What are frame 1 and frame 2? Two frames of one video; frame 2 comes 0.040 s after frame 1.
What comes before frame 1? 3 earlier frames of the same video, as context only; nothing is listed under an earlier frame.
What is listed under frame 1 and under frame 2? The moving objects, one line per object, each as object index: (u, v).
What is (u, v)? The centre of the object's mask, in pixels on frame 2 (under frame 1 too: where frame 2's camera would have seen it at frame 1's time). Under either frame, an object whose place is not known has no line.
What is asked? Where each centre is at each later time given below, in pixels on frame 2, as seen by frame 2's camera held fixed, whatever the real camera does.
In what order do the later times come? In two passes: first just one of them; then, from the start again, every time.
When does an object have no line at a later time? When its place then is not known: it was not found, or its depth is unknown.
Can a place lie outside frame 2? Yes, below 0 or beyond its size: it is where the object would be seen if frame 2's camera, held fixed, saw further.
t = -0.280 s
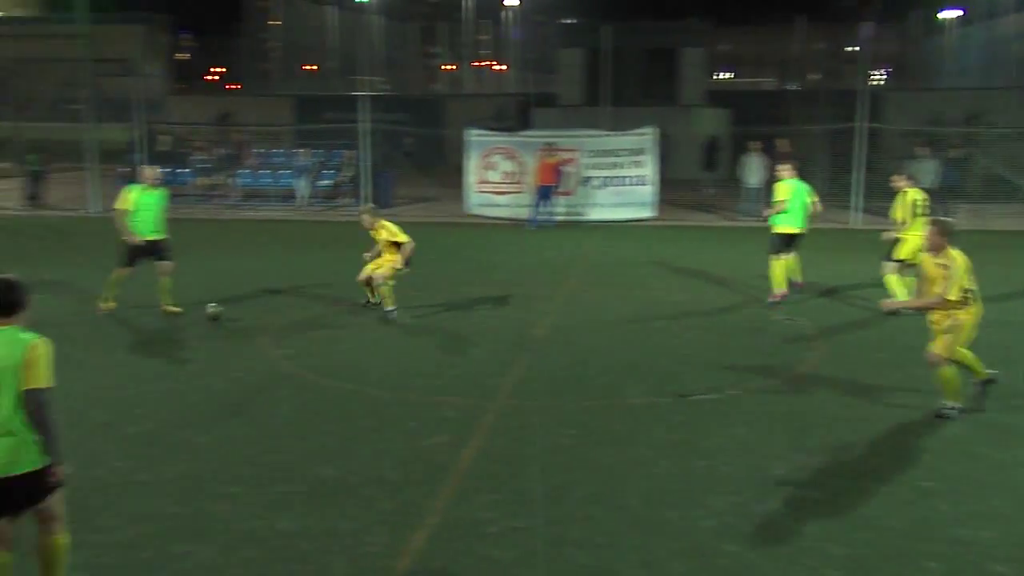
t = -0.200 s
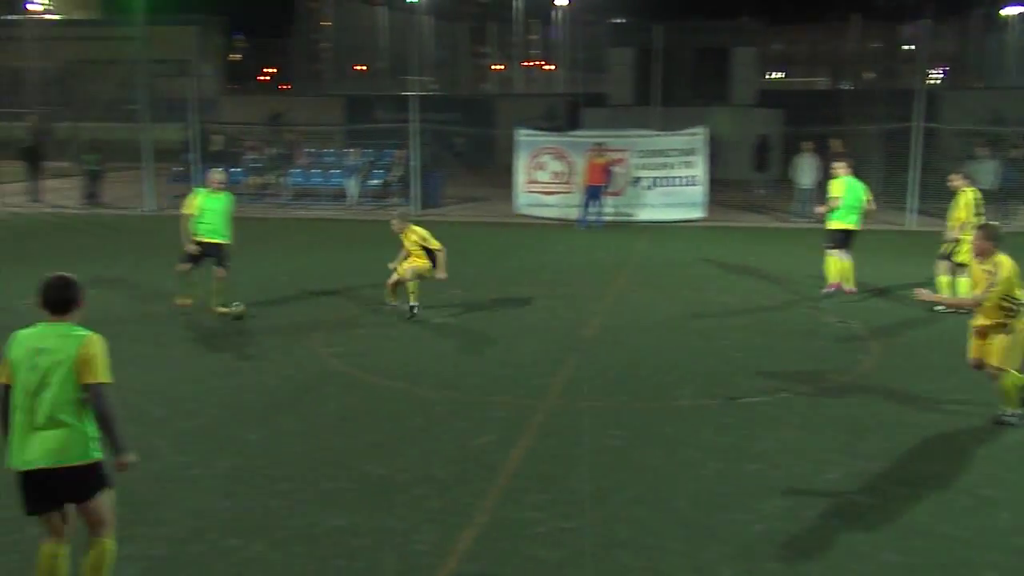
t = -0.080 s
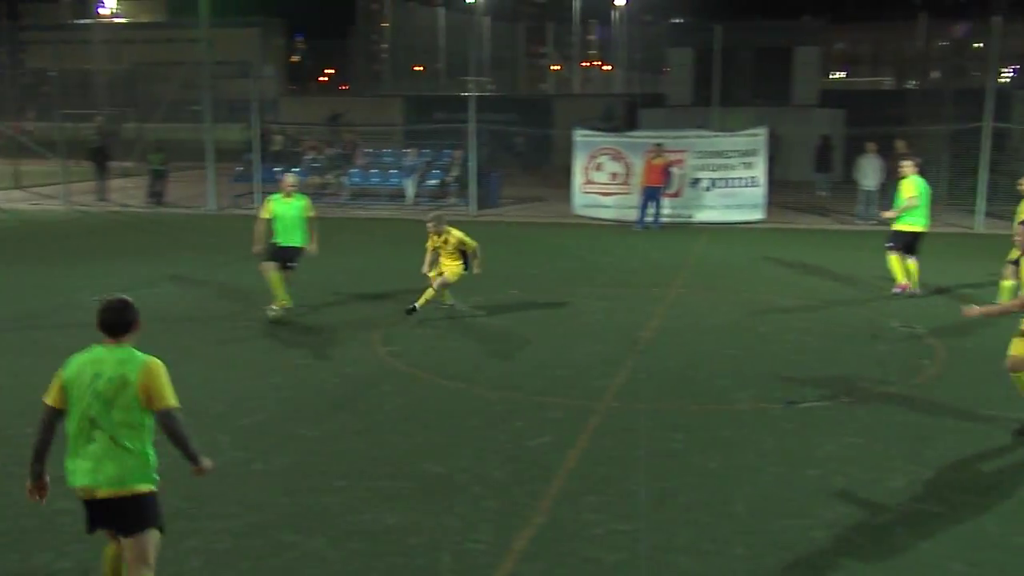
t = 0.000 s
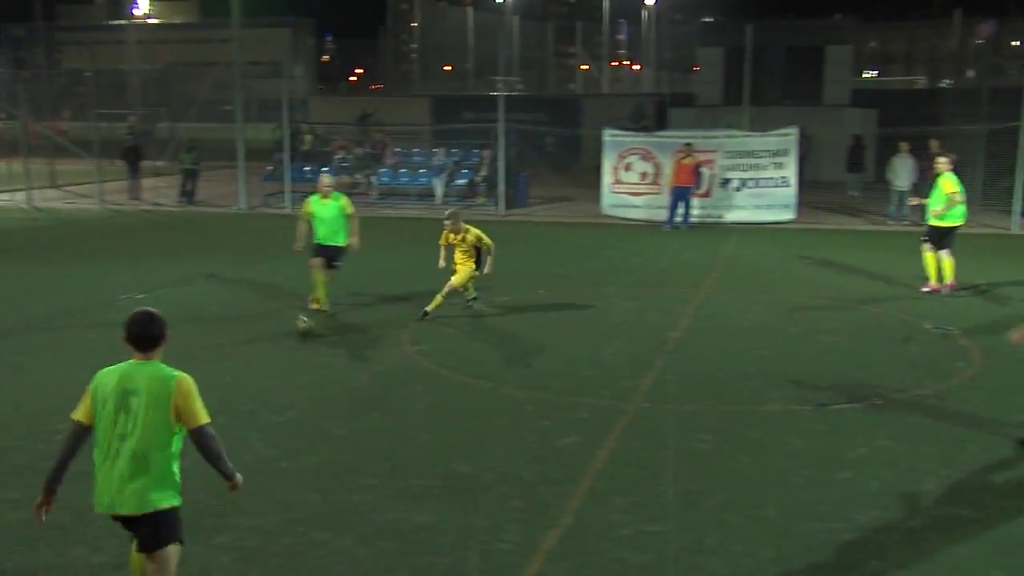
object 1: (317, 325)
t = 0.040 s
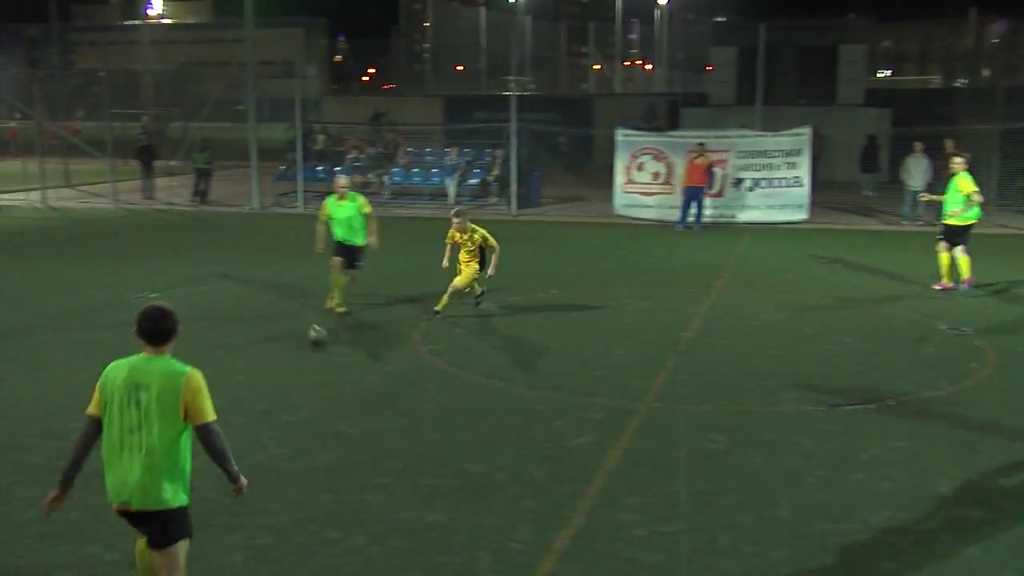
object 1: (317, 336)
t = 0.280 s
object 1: (314, 382)
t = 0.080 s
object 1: (316, 342)
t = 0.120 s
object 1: (317, 349)
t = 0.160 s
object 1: (316, 357)
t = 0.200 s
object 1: (315, 368)
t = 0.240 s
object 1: (315, 375)
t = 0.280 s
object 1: (314, 382)
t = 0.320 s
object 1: (312, 392)
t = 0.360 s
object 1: (311, 404)
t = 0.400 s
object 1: (310, 411)
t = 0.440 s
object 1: (308, 423)
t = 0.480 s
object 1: (307, 434)
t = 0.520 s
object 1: (305, 443)
